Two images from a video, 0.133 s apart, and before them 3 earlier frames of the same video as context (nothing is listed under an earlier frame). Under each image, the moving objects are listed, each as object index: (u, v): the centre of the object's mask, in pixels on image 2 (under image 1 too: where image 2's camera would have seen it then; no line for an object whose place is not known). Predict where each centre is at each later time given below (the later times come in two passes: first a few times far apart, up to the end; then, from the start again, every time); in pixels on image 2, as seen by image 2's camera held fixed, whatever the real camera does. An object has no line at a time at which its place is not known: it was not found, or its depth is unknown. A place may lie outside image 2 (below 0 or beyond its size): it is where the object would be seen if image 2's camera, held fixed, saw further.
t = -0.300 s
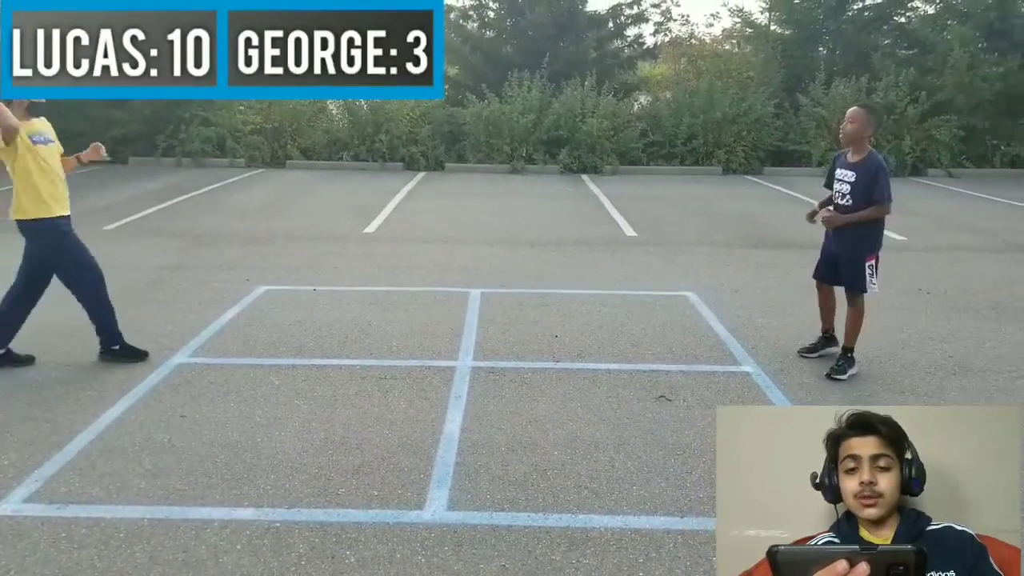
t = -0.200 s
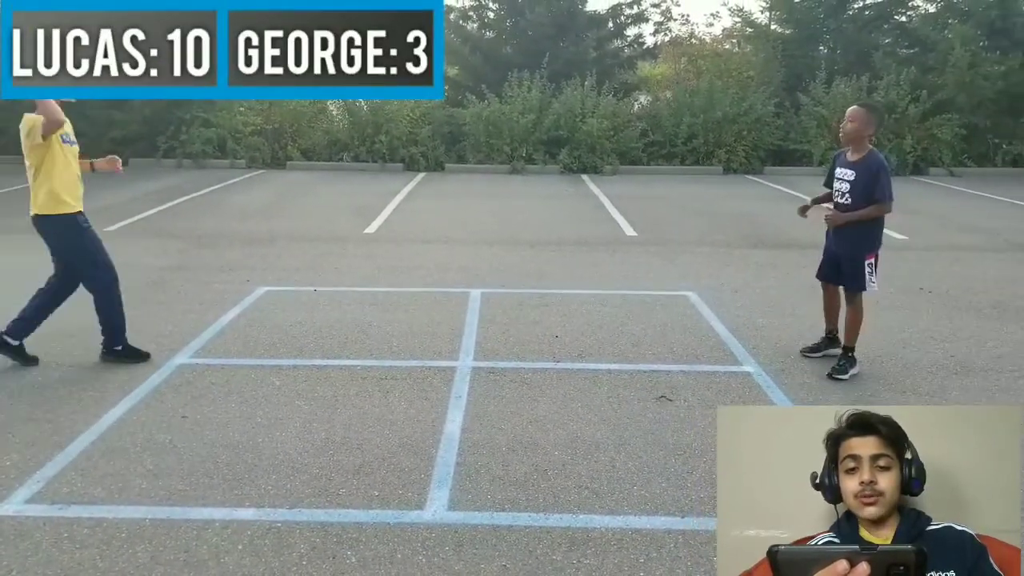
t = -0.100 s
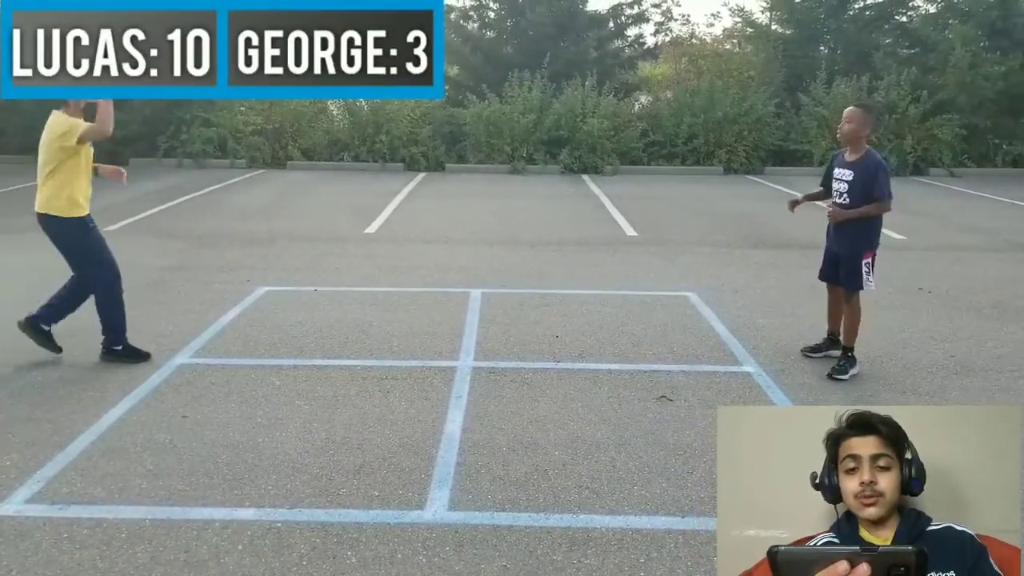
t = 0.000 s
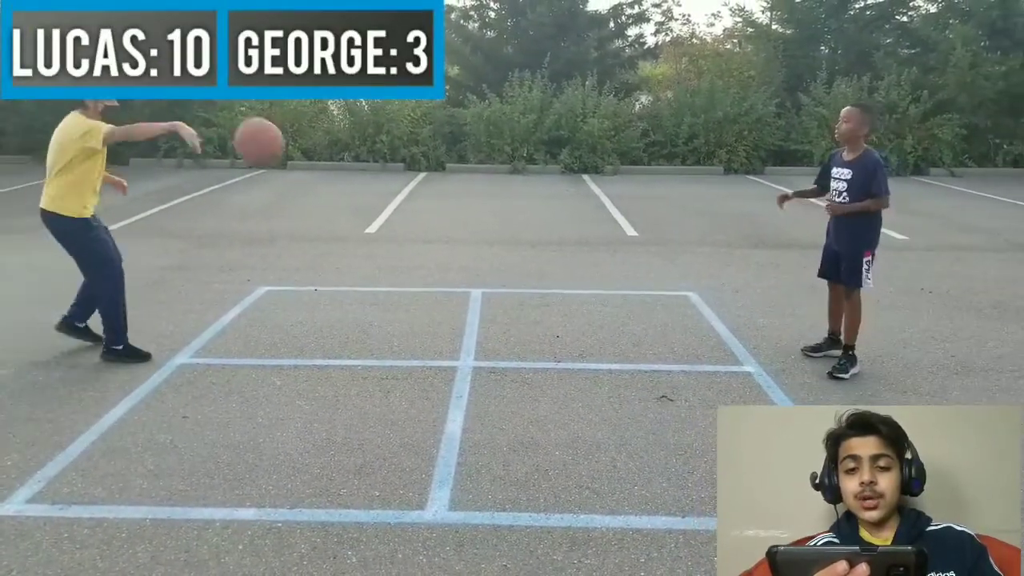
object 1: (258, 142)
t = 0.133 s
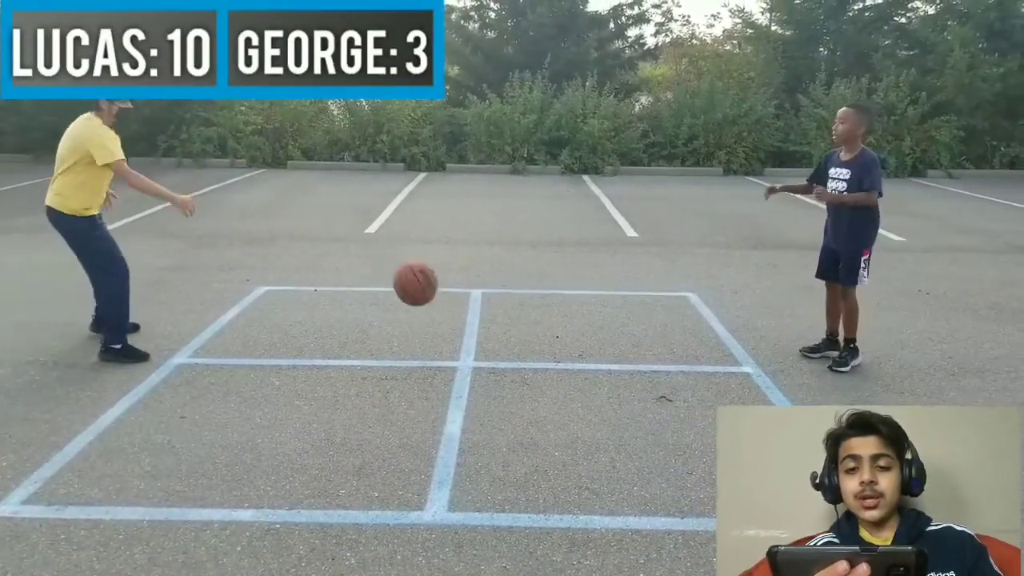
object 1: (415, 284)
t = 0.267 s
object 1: (506, 281)
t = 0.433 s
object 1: (586, 165)
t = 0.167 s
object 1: (450, 321)
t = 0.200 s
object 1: (477, 337)
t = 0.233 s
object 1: (491, 309)
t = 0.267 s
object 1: (506, 281)
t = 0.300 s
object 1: (521, 254)
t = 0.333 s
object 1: (537, 230)
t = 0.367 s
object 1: (553, 207)
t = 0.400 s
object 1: (568, 185)
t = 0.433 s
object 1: (586, 165)
